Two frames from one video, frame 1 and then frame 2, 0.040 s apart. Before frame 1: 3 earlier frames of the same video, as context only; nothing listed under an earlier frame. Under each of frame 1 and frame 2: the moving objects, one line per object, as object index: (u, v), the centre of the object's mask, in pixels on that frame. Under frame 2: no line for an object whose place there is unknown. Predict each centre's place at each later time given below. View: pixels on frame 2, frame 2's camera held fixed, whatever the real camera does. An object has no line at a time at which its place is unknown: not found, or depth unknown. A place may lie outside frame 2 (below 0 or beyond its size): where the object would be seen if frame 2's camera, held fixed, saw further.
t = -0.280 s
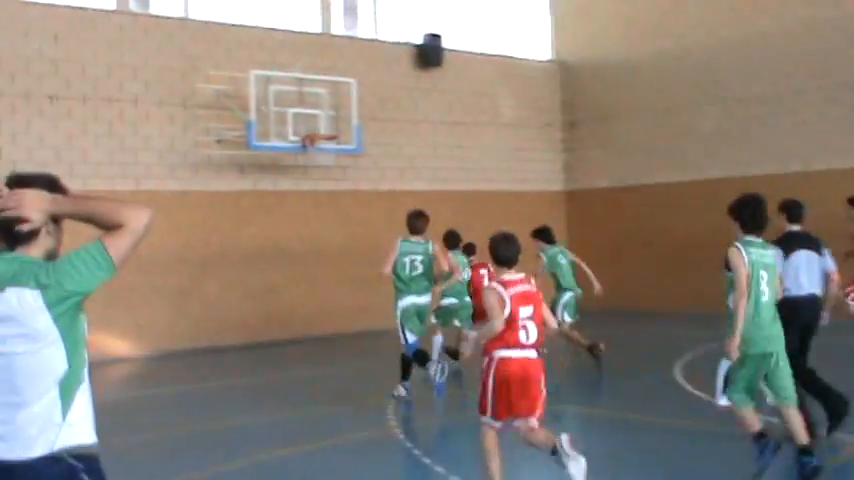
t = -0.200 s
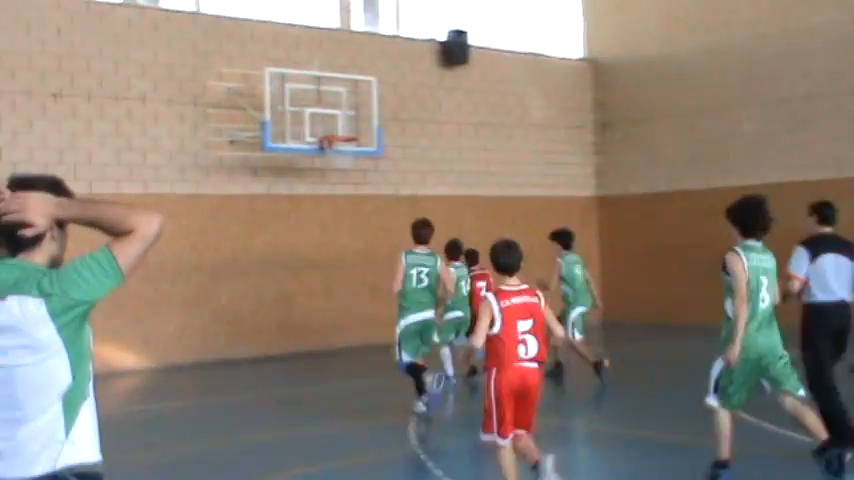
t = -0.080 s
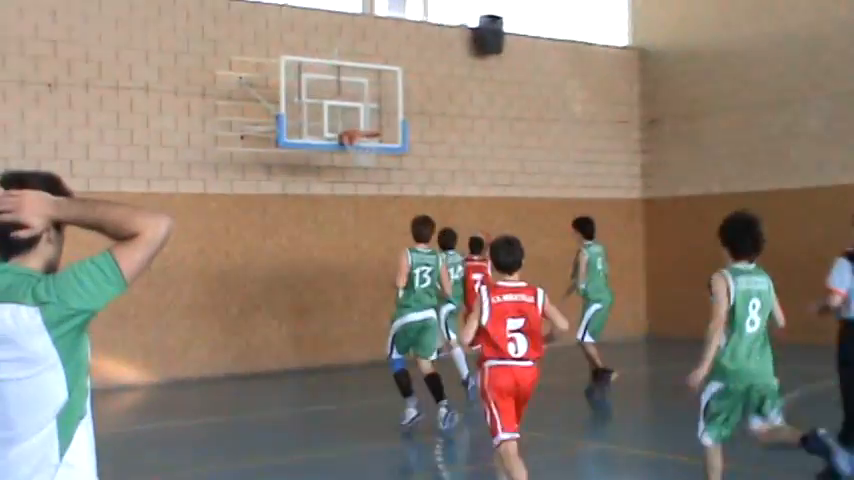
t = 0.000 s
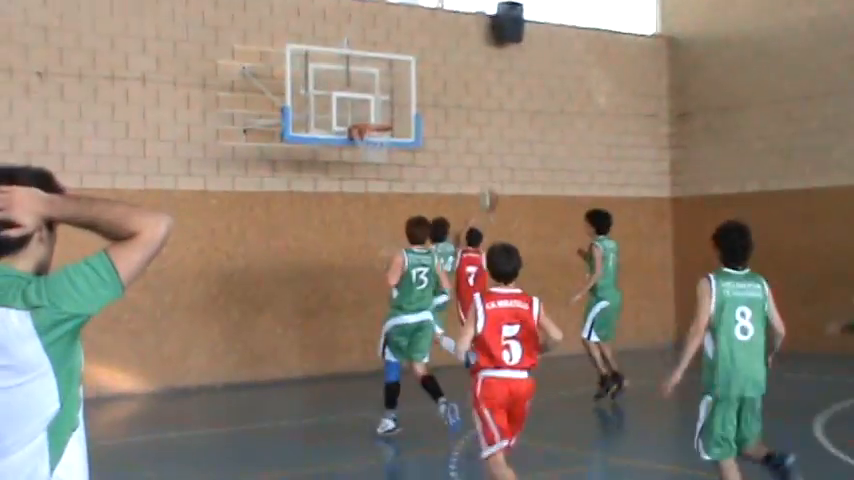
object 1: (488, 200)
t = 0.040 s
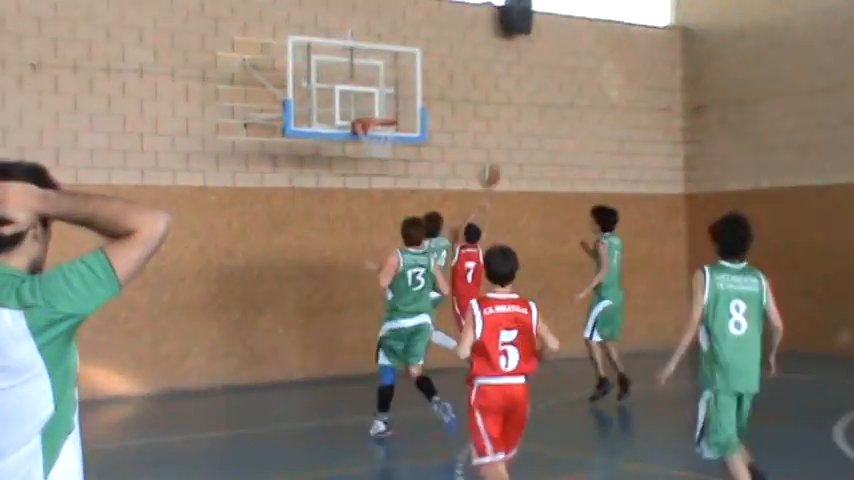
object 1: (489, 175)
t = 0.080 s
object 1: (483, 157)
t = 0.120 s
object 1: (476, 140)
